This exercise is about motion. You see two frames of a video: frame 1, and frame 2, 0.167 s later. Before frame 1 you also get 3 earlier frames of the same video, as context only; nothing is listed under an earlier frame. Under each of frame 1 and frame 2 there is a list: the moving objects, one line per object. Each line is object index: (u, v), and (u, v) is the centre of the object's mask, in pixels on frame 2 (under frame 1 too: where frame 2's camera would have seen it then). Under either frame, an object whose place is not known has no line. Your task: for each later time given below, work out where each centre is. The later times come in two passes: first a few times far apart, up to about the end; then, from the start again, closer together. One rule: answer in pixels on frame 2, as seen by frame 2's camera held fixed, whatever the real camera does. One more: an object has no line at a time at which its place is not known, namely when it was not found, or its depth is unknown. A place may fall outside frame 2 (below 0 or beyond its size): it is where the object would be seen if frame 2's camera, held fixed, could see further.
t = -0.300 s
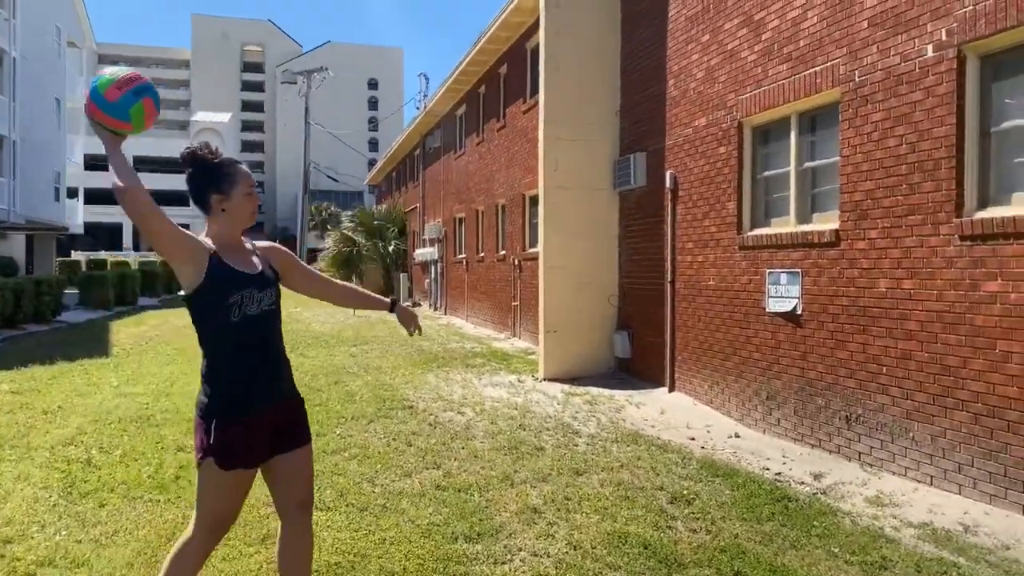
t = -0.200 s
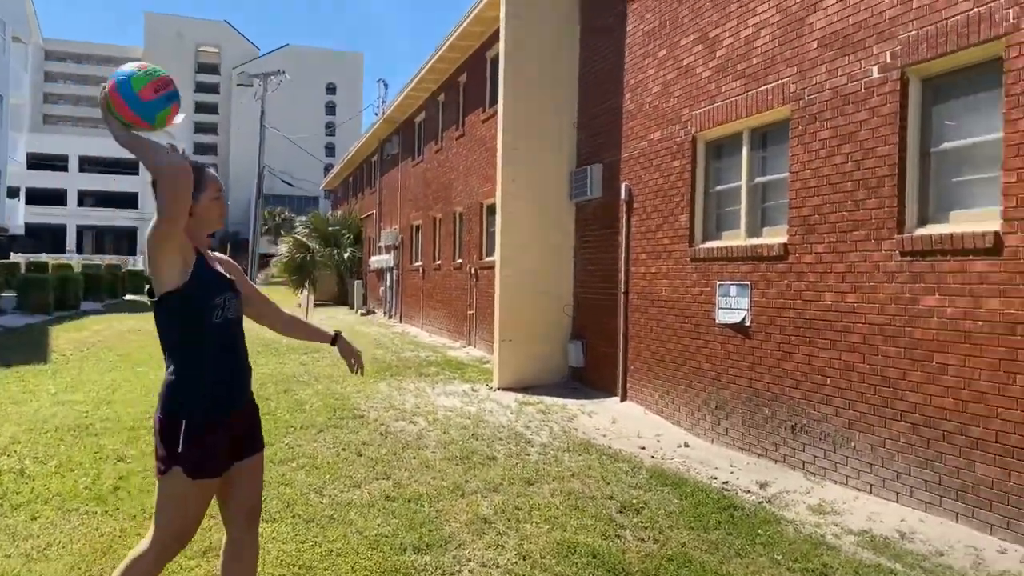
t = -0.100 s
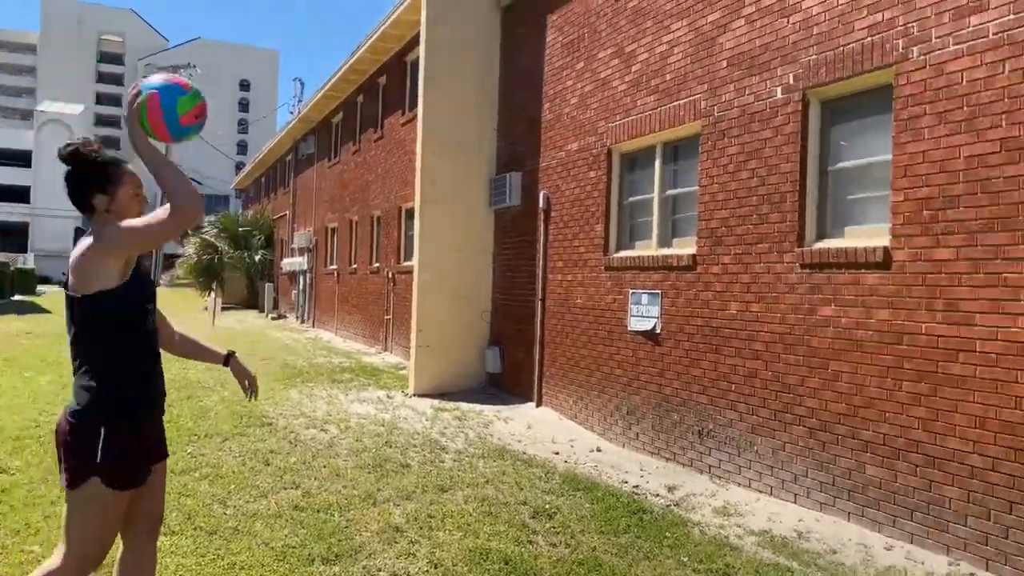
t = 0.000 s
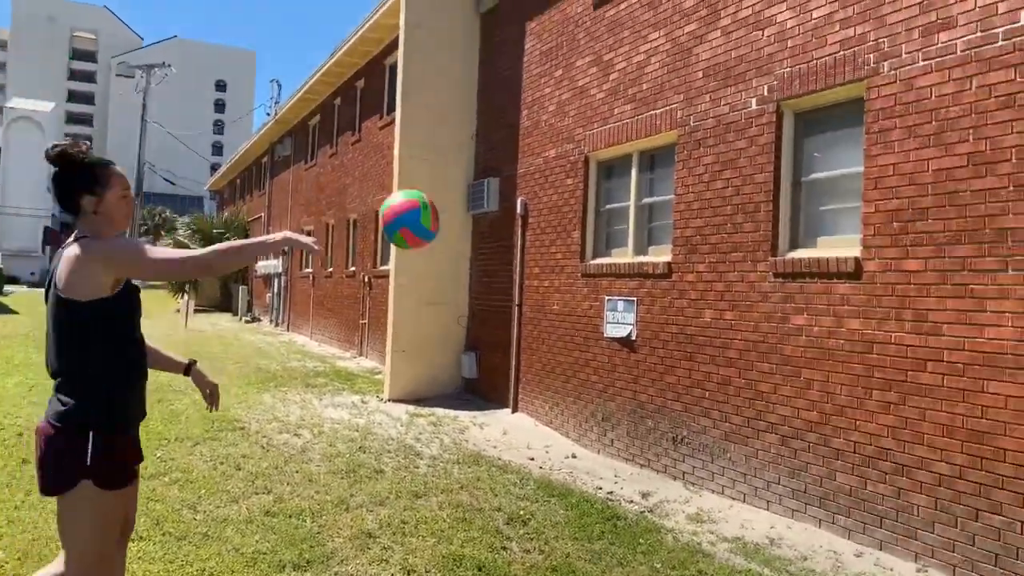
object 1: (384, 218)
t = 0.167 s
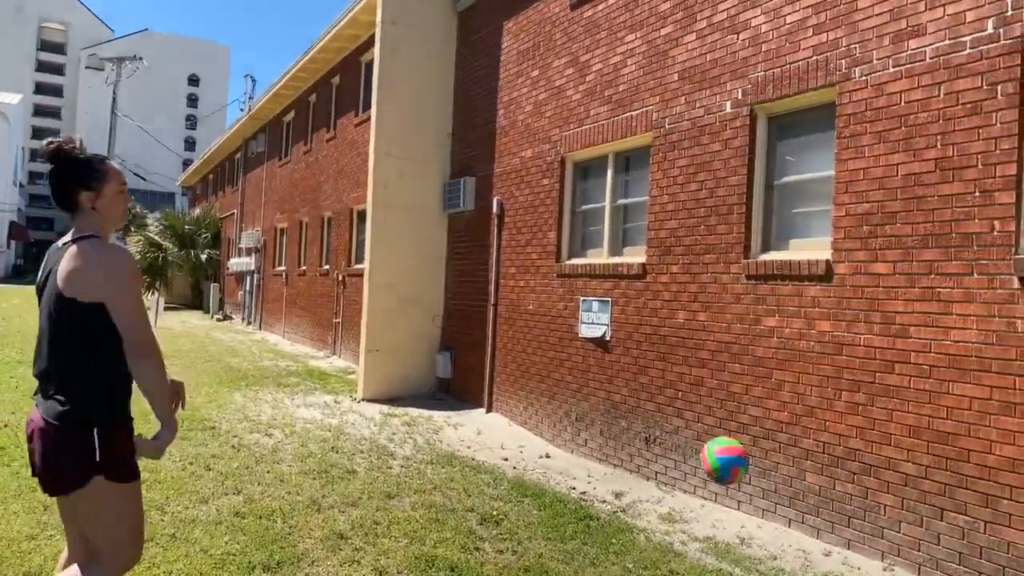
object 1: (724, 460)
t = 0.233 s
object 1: (820, 543)
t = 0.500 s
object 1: (879, 391)
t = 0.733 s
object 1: (808, 286)
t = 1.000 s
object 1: (711, 287)
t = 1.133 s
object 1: (653, 347)
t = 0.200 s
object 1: (773, 503)
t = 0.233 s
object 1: (820, 543)
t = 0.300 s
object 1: (879, 554)
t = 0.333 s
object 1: (894, 520)
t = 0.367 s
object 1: (910, 488)
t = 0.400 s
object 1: (907, 461)
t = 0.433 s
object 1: (897, 437)
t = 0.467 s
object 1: (887, 412)
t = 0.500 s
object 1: (879, 391)
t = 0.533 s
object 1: (870, 371)
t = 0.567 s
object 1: (860, 353)
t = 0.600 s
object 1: (850, 335)
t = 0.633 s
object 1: (839, 320)
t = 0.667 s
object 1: (829, 308)
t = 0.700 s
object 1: (820, 296)
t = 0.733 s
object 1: (808, 286)
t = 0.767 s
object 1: (797, 278)
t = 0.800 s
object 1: (787, 272)
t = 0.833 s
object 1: (775, 270)
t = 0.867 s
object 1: (762, 269)
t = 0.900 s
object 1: (750, 269)
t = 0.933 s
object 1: (738, 272)
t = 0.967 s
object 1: (724, 278)
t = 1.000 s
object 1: (711, 287)
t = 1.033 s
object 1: (696, 298)
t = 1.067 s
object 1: (682, 311)
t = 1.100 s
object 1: (669, 327)
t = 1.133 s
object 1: (653, 347)
